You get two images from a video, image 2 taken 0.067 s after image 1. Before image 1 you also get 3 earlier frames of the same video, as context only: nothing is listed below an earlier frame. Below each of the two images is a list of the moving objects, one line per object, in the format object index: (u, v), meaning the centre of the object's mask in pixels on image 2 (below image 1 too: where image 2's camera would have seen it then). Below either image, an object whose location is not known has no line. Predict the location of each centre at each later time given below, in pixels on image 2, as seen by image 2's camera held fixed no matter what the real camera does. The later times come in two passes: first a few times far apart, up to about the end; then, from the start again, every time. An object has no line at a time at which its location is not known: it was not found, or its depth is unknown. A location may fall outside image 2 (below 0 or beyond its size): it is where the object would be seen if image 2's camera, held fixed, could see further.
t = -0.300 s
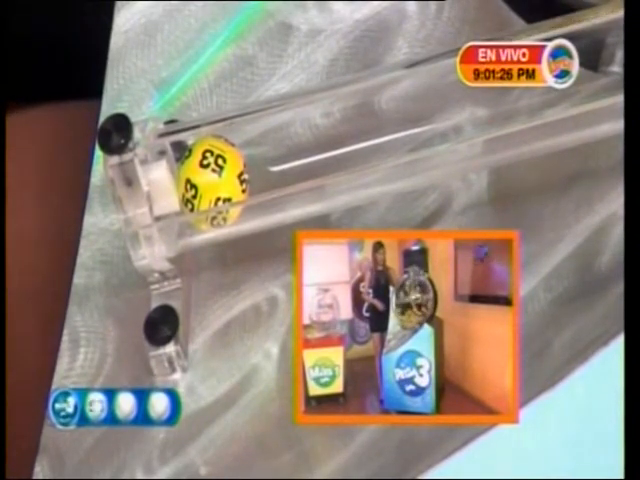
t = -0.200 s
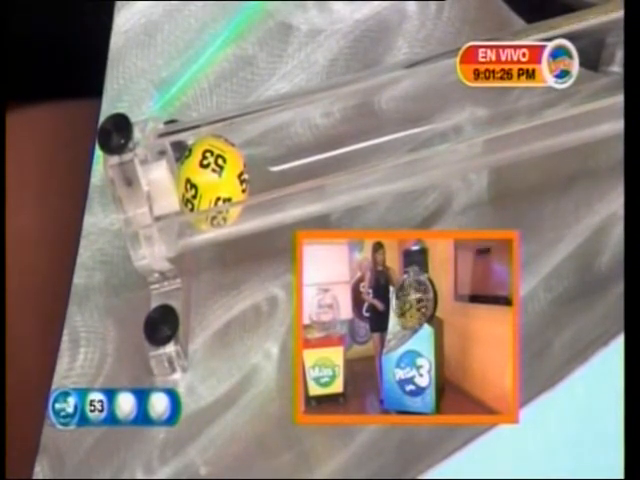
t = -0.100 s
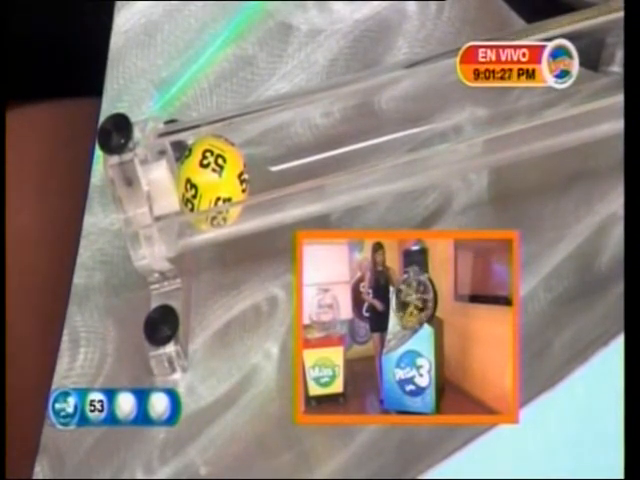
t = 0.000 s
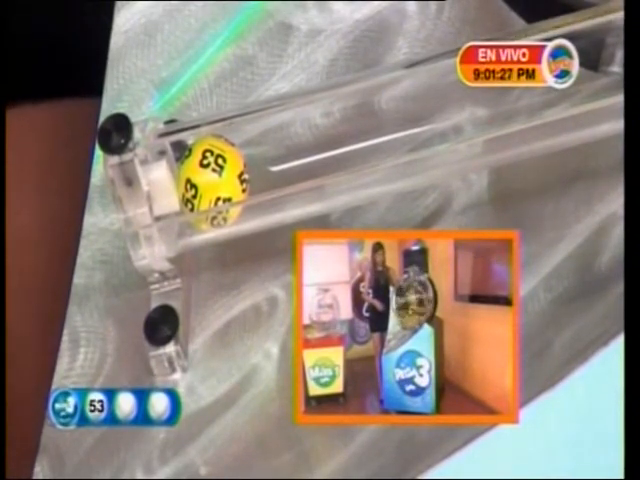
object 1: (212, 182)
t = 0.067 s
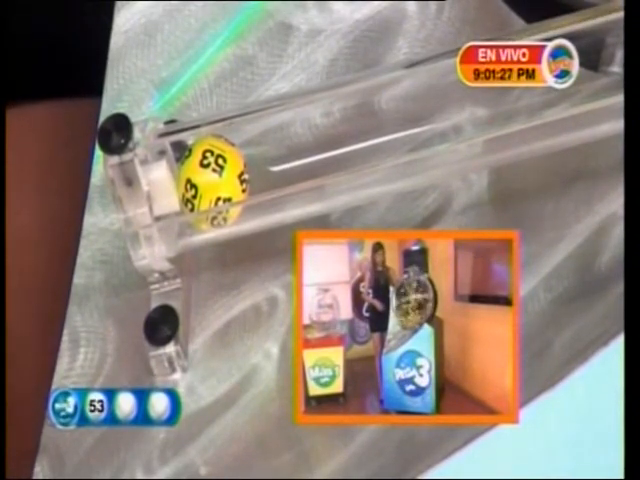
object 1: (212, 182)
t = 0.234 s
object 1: (212, 182)
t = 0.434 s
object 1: (222, 175)
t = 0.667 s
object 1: (212, 182)
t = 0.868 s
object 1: (212, 181)
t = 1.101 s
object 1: (212, 182)
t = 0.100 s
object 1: (212, 182)
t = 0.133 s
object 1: (212, 182)
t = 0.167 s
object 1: (212, 182)
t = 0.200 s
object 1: (212, 182)
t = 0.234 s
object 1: (212, 182)
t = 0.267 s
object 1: (212, 182)
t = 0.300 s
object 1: (212, 182)
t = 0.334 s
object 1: (212, 182)
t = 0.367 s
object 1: (212, 182)
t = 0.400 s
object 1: (217, 173)
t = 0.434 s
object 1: (222, 175)
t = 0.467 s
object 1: (227, 176)
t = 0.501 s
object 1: (225, 173)
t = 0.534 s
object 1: (218, 178)
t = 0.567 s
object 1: (213, 180)
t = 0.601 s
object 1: (212, 180)
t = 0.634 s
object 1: (212, 181)
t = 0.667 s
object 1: (212, 182)
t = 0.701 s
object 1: (212, 181)
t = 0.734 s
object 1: (212, 181)
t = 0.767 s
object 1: (212, 181)
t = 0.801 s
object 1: (214, 178)
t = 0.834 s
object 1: (213, 181)
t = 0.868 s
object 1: (212, 181)
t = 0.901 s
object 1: (211, 180)
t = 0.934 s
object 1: (212, 181)
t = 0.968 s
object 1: (212, 181)
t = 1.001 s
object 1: (212, 182)
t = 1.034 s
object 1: (212, 182)
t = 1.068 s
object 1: (212, 182)
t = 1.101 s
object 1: (212, 182)
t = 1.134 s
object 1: (212, 182)
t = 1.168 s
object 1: (212, 182)
